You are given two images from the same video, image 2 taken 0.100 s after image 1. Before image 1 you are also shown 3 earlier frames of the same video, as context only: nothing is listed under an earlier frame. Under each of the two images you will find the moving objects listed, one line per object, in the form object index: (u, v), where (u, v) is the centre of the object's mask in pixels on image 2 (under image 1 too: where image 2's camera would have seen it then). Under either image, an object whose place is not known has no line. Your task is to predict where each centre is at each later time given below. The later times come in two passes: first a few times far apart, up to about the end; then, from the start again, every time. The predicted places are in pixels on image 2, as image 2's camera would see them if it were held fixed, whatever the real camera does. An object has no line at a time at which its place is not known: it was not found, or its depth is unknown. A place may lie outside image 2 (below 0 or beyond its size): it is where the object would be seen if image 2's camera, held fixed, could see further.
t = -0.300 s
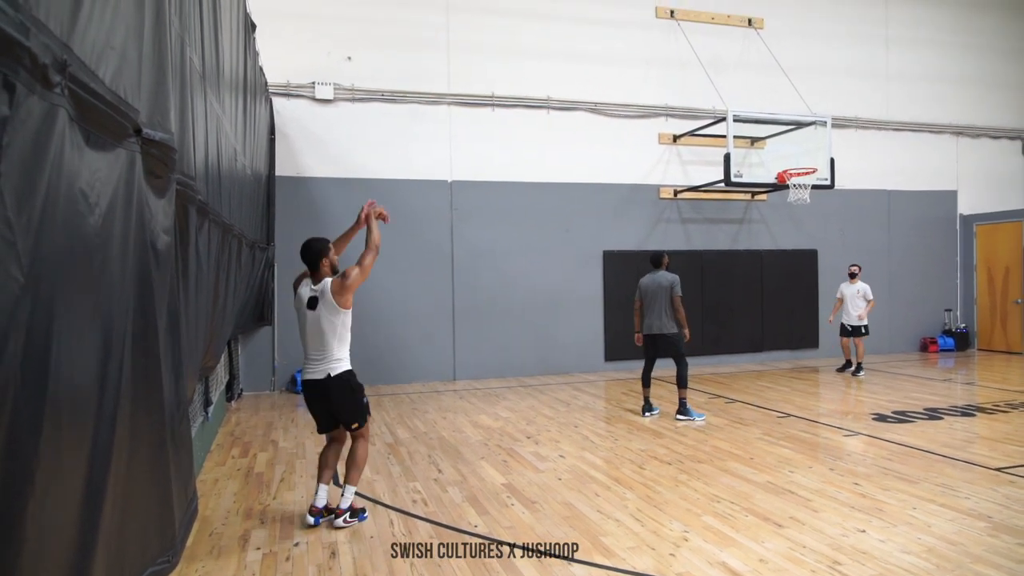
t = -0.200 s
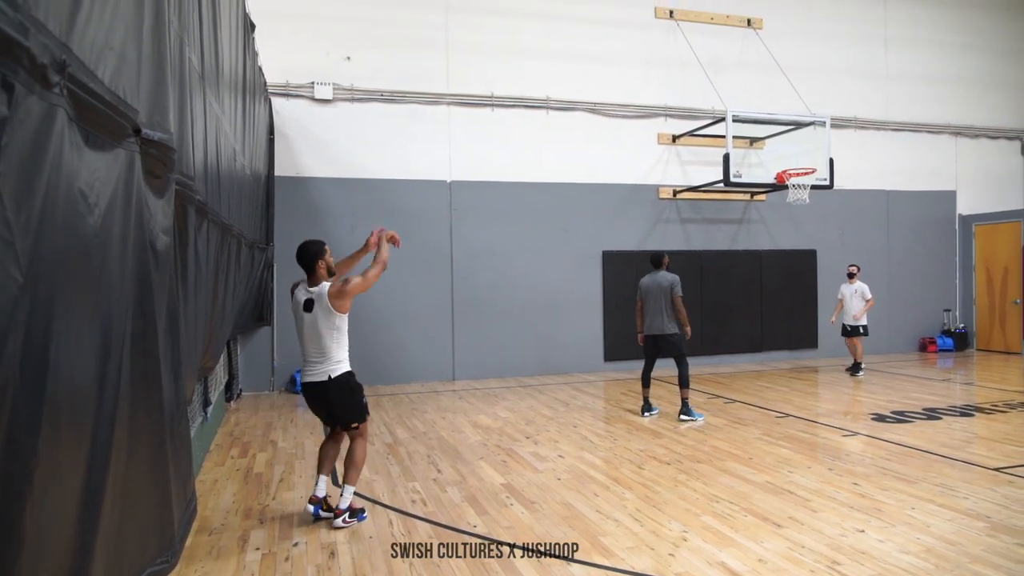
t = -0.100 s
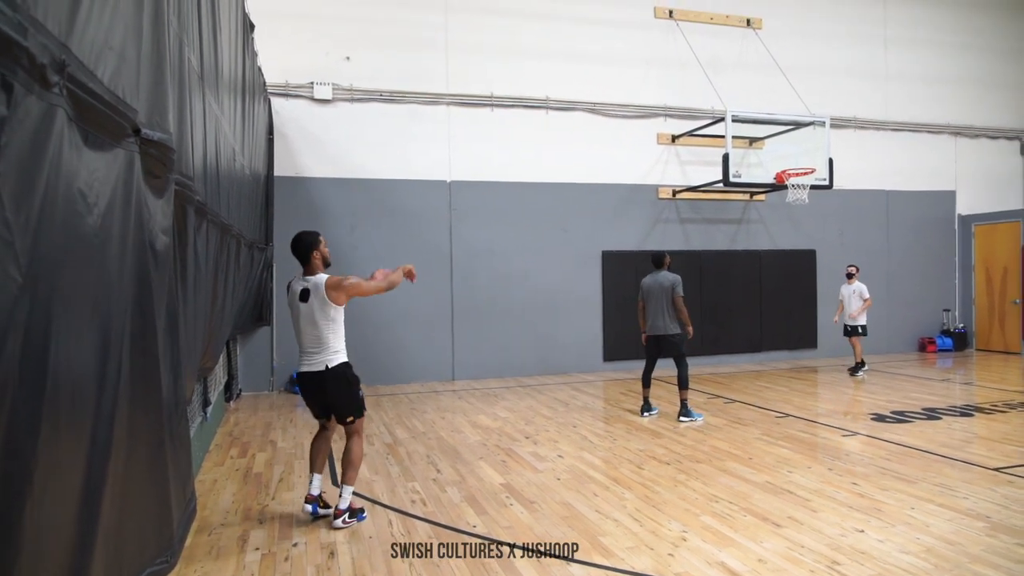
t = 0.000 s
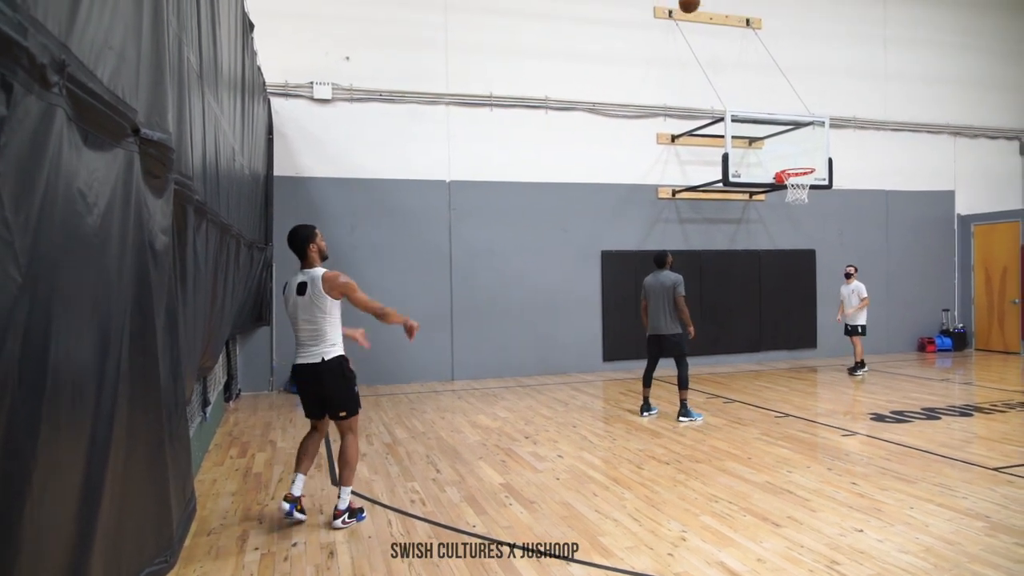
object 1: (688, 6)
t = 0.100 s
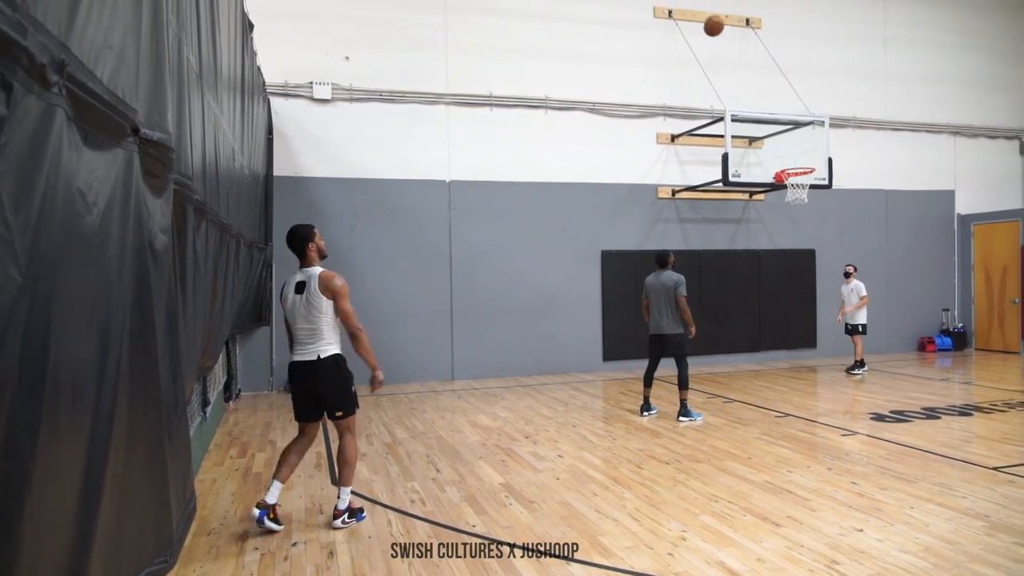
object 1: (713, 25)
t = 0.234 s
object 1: (743, 66)
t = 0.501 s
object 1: (789, 159)
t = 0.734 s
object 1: (784, 100)
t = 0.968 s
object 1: (779, 78)
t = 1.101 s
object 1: (777, 82)
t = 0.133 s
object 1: (721, 35)
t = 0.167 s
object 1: (729, 45)
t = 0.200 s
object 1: (736, 55)
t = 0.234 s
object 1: (743, 66)
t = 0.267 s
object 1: (750, 77)
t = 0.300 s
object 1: (757, 89)
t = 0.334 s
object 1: (763, 101)
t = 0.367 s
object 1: (769, 114)
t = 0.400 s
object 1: (775, 127)
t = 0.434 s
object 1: (781, 140)
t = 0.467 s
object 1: (787, 154)
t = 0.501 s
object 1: (789, 159)
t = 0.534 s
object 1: (789, 148)
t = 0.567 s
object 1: (788, 139)
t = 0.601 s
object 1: (787, 129)
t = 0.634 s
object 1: (787, 121)
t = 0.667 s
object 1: (786, 113)
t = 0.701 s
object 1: (785, 106)
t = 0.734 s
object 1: (784, 100)
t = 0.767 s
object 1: (784, 95)
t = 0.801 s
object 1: (783, 90)
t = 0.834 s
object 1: (782, 86)
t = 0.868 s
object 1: (781, 83)
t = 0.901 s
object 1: (780, 81)
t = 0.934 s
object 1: (780, 79)
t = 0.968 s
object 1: (779, 78)
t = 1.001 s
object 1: (778, 78)
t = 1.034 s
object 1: (778, 79)
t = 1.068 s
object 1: (777, 80)
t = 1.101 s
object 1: (777, 82)
